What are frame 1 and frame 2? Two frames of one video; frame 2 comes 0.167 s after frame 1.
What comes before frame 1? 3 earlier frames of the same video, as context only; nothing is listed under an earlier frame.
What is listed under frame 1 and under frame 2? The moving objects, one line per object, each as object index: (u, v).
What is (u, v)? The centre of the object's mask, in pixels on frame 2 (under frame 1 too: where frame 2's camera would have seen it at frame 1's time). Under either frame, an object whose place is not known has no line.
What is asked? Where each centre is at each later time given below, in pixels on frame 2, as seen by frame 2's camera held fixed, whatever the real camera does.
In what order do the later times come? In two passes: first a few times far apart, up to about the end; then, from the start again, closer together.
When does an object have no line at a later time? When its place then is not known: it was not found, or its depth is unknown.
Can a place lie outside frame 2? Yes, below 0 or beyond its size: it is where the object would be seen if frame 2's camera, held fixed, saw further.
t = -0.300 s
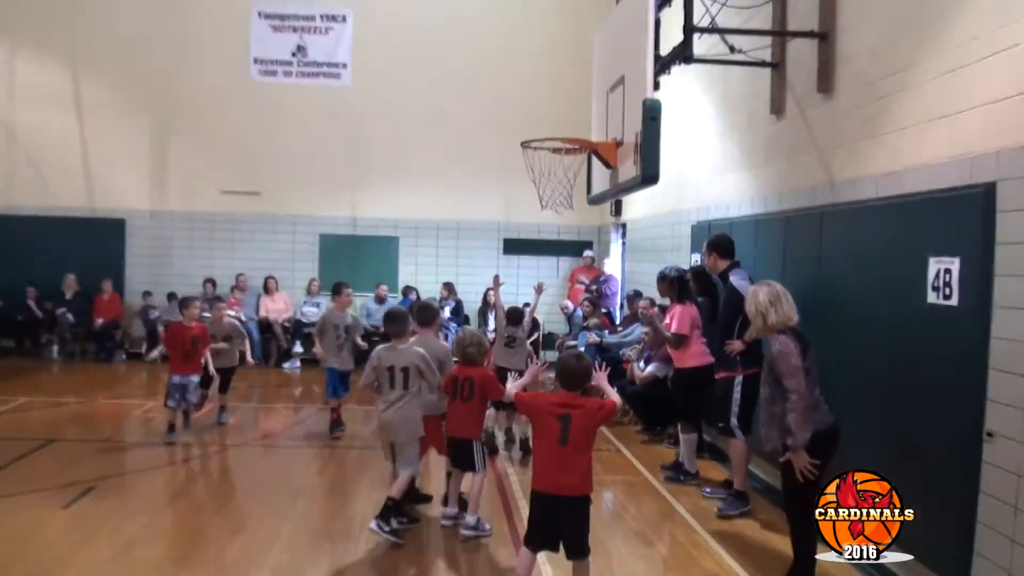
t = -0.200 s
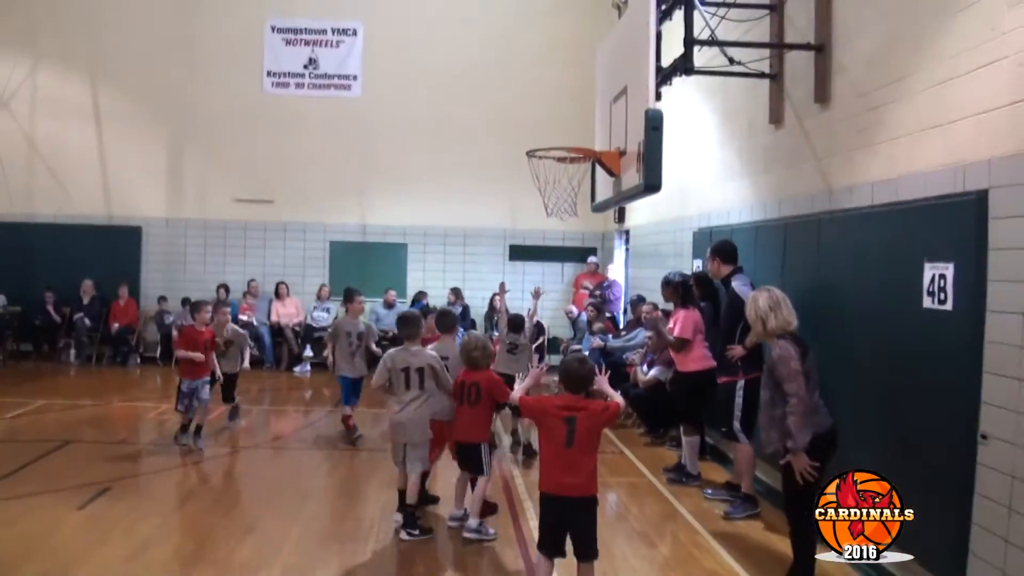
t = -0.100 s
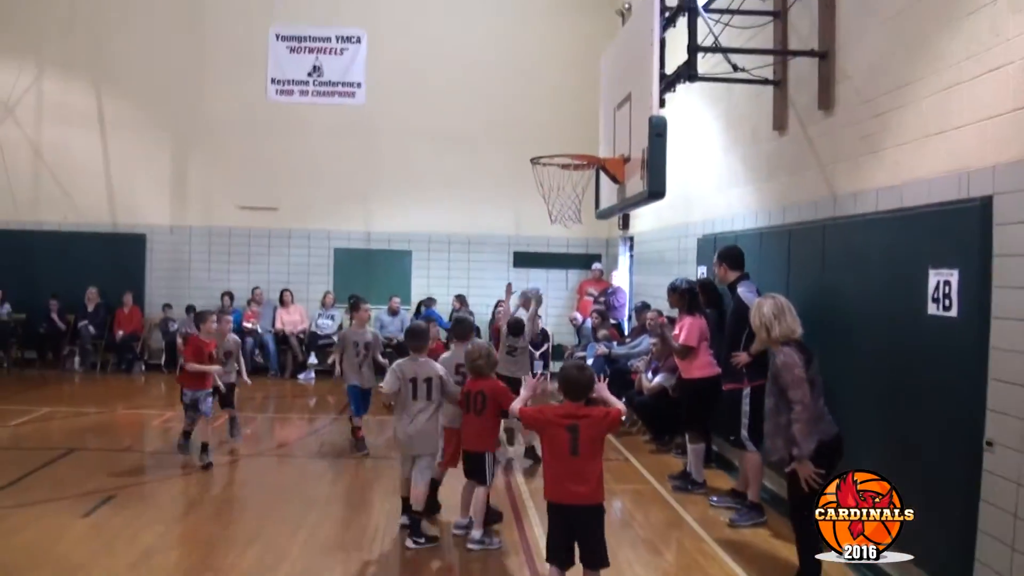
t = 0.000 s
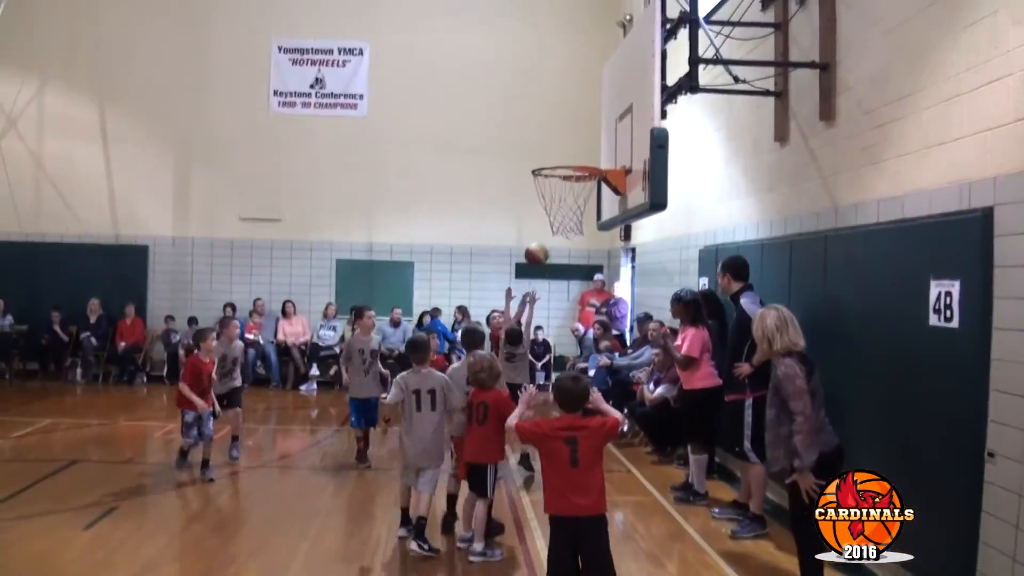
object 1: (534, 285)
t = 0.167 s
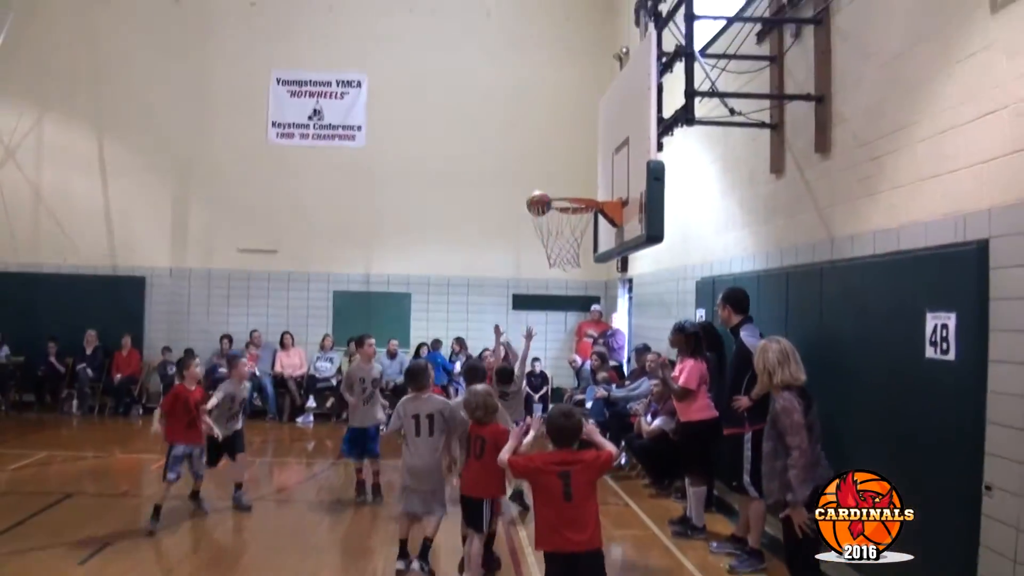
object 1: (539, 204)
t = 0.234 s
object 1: (541, 177)
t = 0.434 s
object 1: (546, 126)
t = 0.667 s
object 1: (554, 122)
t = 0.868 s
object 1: (560, 181)
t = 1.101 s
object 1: (565, 266)
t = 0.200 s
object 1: (540, 189)
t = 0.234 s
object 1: (541, 177)
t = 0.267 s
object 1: (542, 165)
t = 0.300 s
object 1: (543, 155)
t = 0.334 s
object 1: (544, 146)
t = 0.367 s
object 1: (545, 138)
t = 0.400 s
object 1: (546, 132)
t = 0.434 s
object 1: (546, 126)
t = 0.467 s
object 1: (548, 122)
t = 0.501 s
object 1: (549, 118)
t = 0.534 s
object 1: (549, 116)
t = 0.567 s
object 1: (551, 115)
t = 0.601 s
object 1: (551, 116)
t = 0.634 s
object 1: (553, 118)
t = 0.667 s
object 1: (554, 122)
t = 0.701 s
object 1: (555, 128)
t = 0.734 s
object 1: (556, 135)
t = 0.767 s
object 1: (557, 144)
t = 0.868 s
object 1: (560, 181)
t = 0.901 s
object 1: (561, 197)
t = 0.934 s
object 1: (561, 215)
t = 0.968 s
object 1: (562, 232)
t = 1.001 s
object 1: (563, 242)
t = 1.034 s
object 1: (563, 250)
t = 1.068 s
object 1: (565, 256)
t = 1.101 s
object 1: (565, 266)
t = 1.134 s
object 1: (566, 275)
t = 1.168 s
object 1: (566, 287)
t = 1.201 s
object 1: (568, 301)
